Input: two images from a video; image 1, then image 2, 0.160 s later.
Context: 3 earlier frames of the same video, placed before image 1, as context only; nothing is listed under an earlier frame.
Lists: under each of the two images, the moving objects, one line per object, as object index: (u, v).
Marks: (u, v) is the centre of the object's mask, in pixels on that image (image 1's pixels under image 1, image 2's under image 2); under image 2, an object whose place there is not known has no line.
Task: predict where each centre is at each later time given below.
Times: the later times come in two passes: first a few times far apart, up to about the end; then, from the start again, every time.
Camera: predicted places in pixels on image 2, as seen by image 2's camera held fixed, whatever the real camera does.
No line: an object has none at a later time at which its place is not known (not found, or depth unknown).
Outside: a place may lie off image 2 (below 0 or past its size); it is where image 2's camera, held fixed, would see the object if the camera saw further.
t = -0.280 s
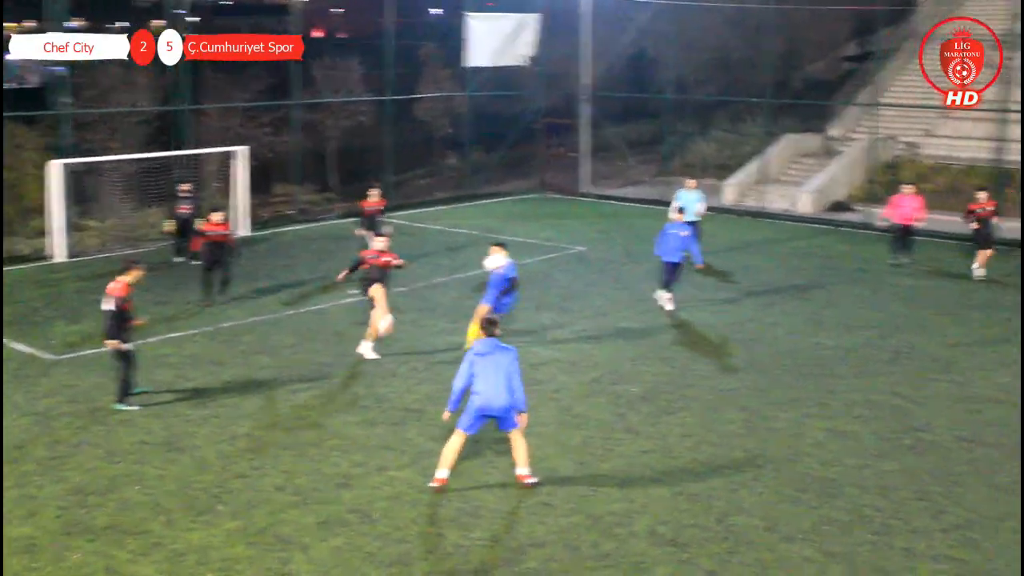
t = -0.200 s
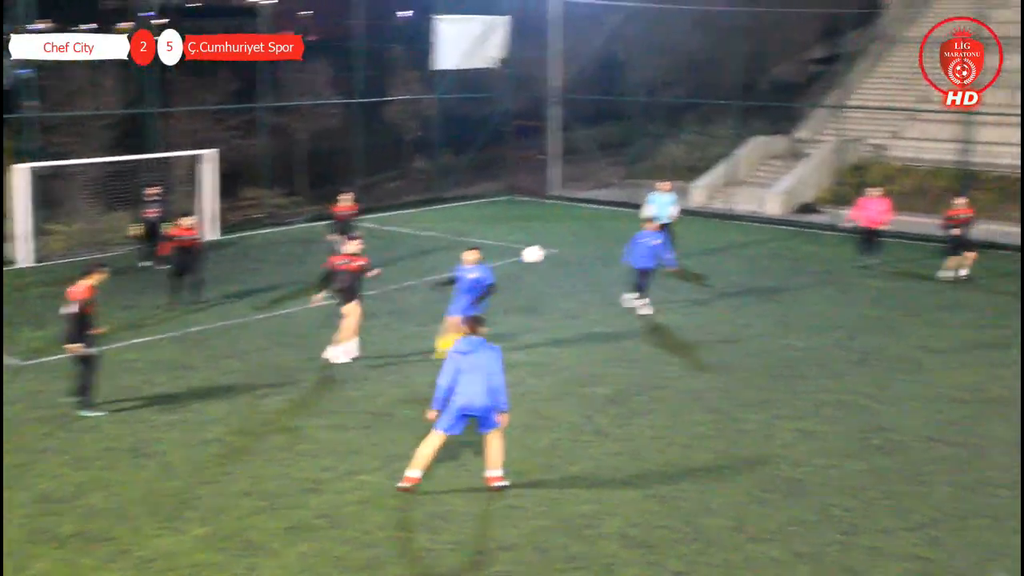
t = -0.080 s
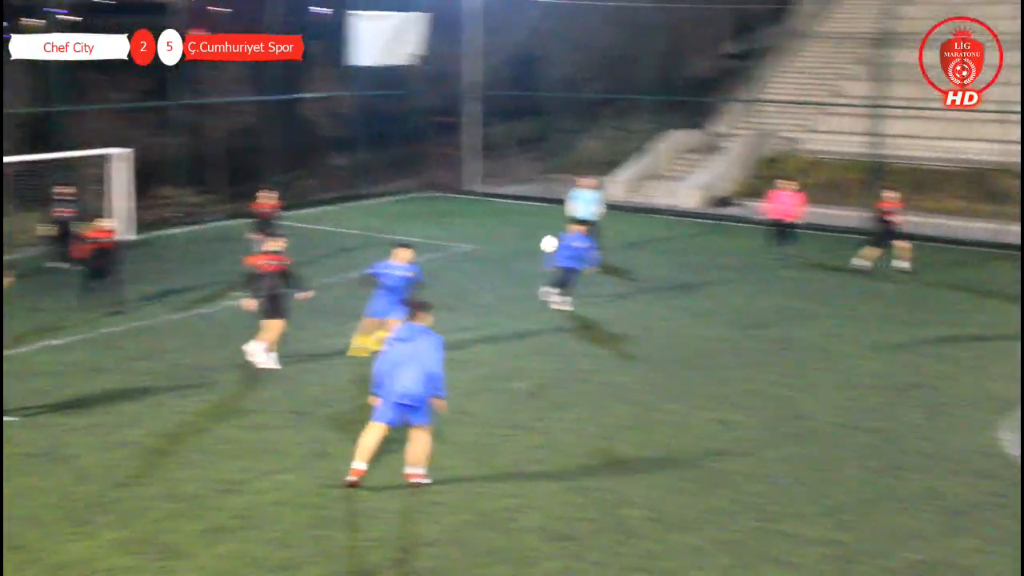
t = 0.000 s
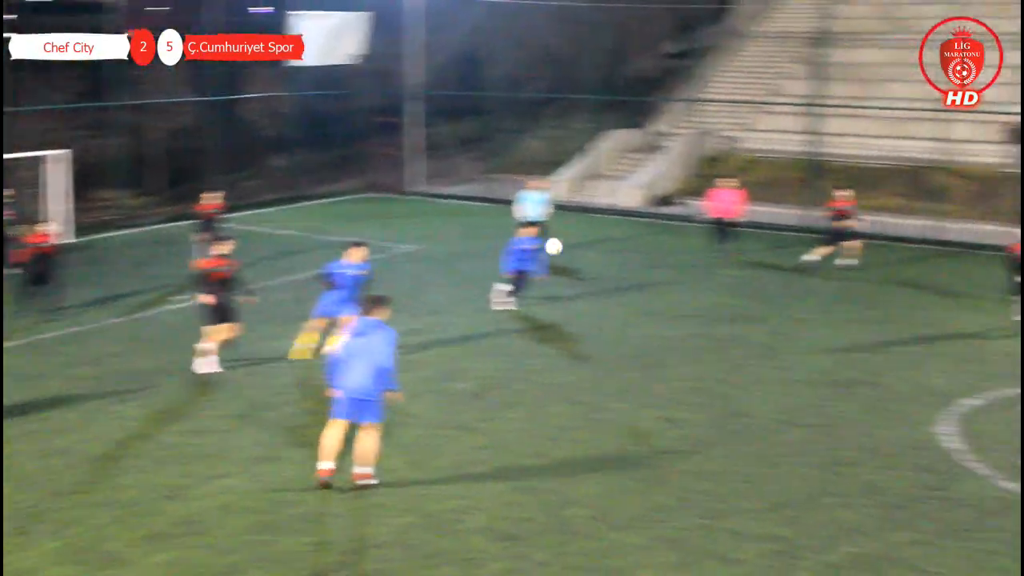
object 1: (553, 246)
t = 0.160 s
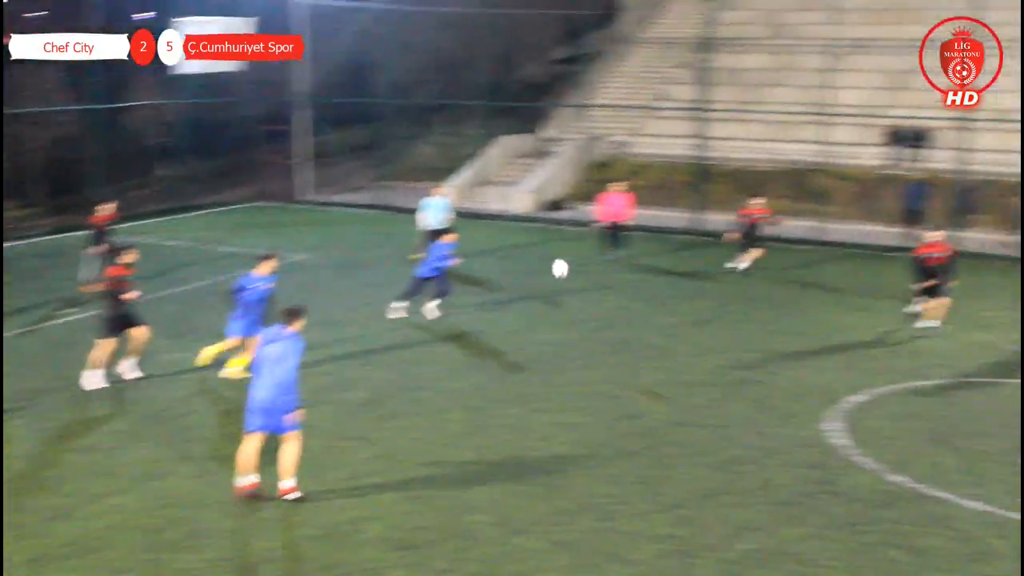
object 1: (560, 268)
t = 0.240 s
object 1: (608, 282)
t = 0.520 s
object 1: (742, 296)
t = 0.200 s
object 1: (582, 274)
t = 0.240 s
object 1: (608, 282)
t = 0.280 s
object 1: (632, 290)
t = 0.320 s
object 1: (655, 299)
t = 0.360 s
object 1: (677, 309)
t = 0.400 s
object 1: (699, 320)
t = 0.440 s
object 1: (716, 317)
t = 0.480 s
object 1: (729, 306)
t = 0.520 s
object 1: (742, 296)
